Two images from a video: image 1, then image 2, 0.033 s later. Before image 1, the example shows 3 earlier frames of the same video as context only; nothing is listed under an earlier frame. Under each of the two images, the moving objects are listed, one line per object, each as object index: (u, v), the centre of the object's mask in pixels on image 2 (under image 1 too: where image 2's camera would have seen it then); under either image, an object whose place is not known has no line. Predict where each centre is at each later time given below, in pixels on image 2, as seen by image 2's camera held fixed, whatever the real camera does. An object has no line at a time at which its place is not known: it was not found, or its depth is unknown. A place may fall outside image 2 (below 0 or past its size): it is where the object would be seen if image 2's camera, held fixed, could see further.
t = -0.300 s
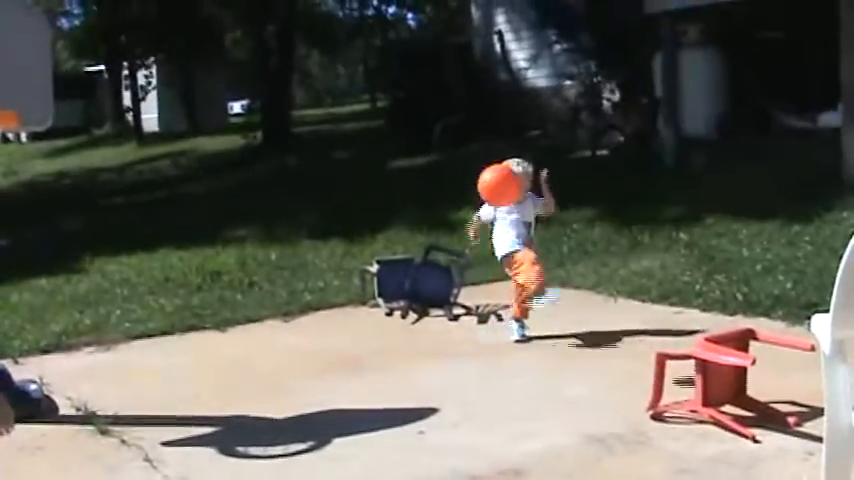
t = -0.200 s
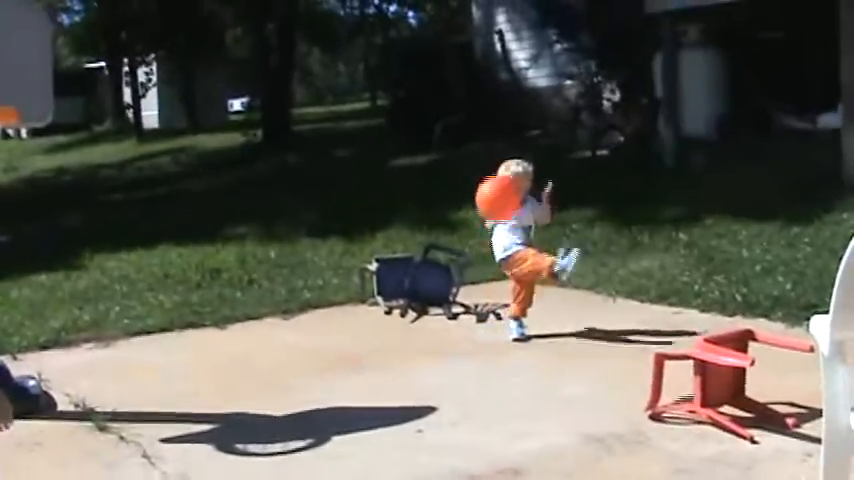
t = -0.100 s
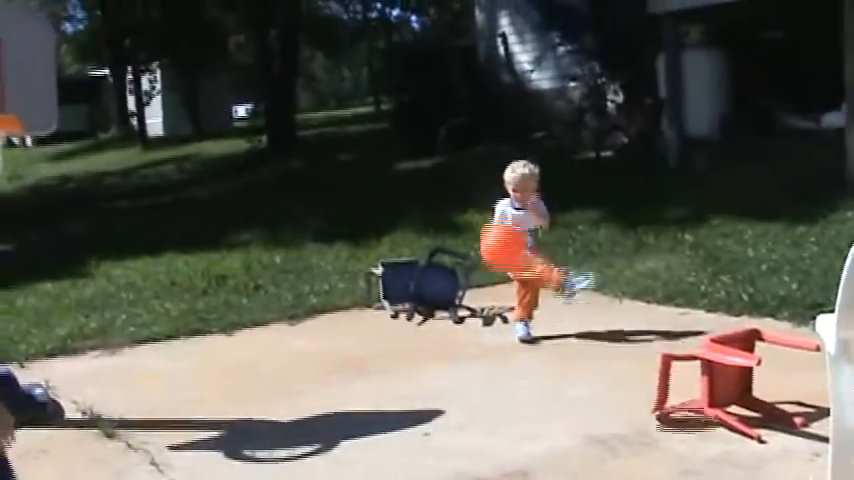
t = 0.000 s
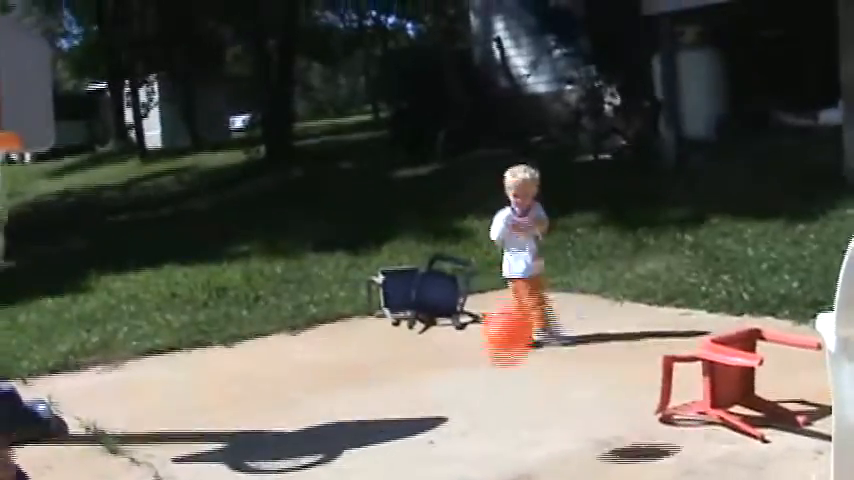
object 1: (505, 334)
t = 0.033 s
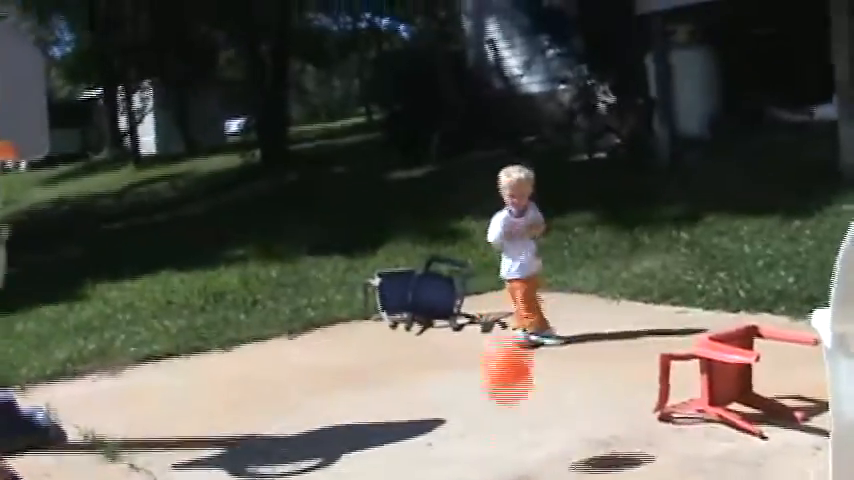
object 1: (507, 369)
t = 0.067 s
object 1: (509, 412)
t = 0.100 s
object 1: (513, 448)
